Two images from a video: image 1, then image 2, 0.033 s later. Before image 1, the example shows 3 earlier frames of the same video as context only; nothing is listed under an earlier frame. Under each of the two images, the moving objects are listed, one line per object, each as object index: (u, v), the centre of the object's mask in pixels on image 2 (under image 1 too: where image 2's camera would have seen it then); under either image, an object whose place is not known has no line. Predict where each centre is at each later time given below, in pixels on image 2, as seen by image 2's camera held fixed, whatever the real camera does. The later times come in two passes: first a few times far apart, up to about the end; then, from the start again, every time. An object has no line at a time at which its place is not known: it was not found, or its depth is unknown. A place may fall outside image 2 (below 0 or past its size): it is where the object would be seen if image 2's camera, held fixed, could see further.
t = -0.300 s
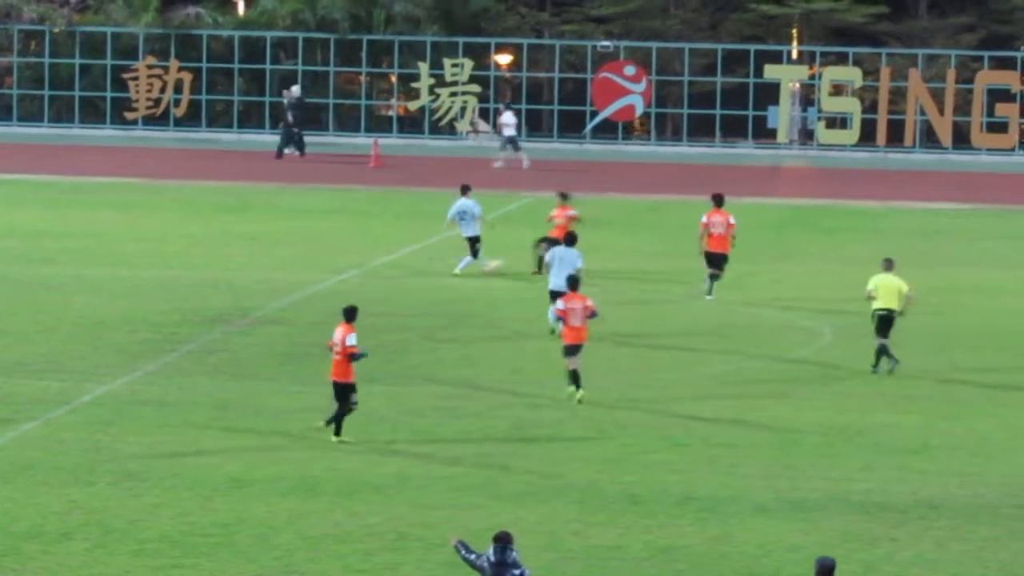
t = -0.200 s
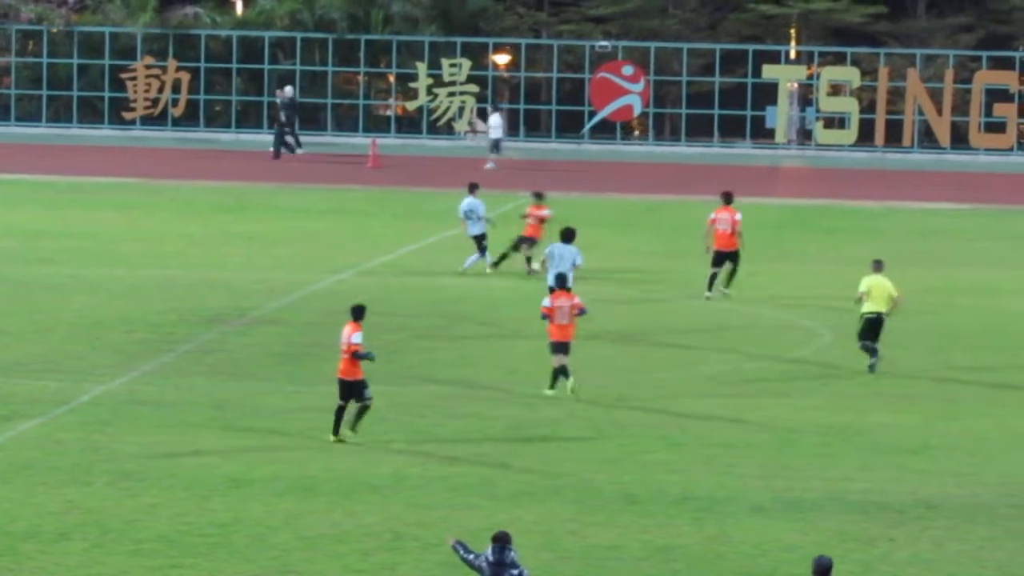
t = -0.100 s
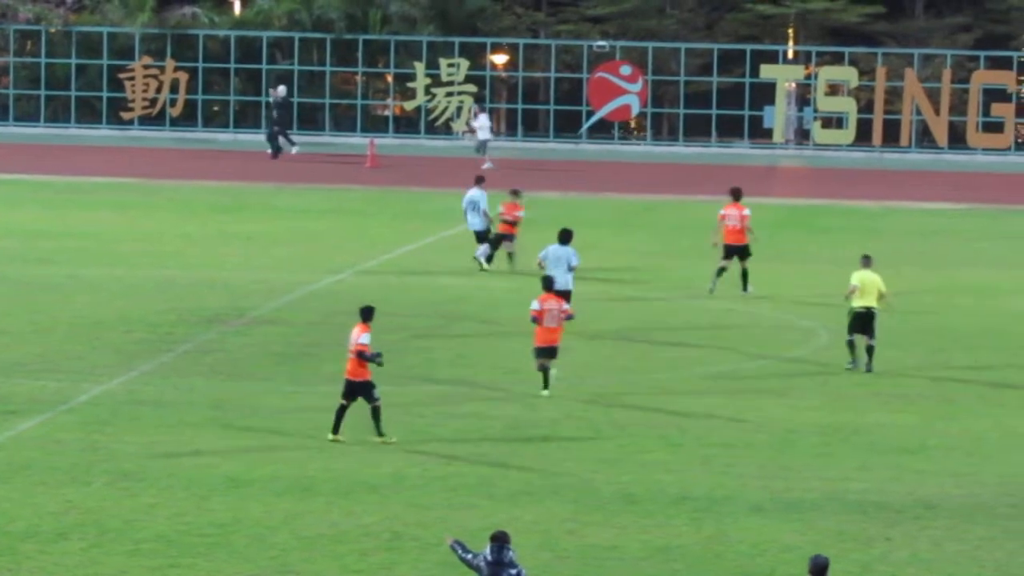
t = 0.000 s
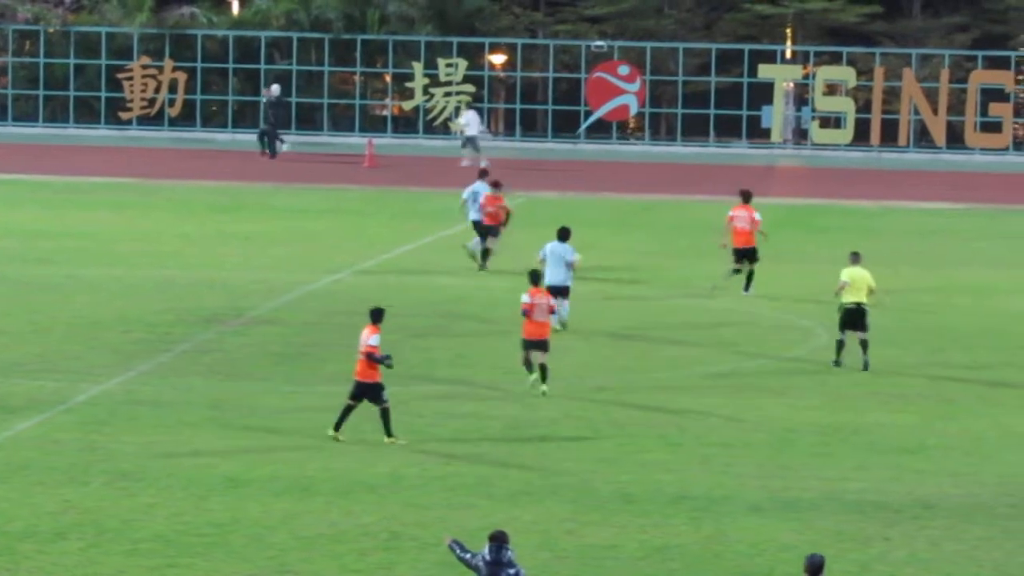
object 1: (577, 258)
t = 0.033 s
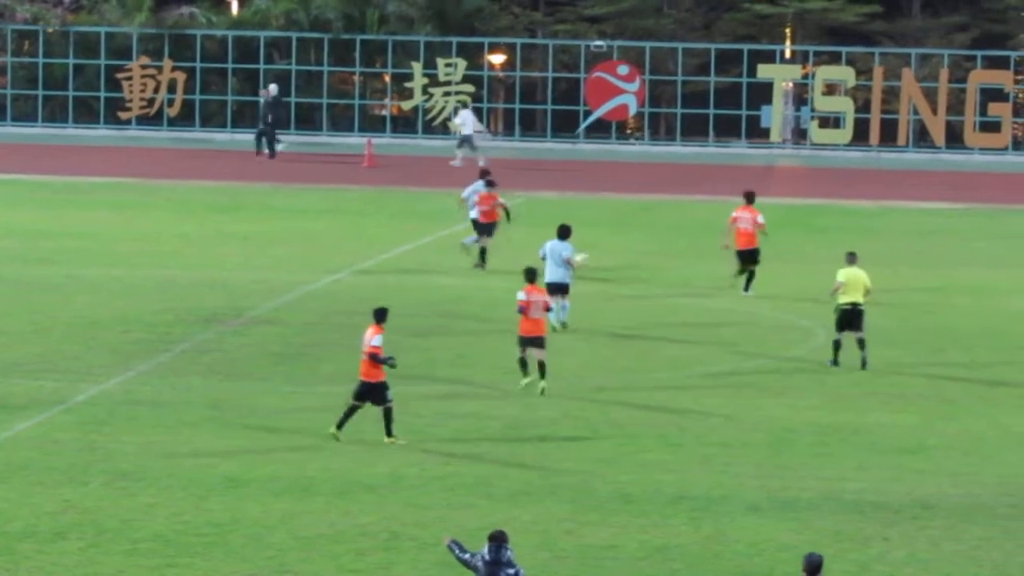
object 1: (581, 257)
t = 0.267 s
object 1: (623, 263)
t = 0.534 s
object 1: (658, 265)
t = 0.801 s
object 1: (691, 265)
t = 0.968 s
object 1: (709, 265)
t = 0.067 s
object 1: (587, 260)
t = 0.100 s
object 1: (594, 261)
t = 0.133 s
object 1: (601, 264)
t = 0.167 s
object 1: (609, 267)
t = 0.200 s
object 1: (613, 265)
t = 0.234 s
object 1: (618, 264)
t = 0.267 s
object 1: (623, 263)
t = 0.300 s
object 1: (627, 263)
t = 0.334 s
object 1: (632, 263)
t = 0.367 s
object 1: (637, 264)
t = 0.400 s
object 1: (641, 266)
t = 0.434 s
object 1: (646, 266)
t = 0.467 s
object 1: (650, 265)
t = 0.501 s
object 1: (655, 265)
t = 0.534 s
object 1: (658, 265)
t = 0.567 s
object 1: (662, 266)
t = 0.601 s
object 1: (667, 266)
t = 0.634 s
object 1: (671, 266)
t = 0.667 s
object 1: (674, 265)
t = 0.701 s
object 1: (678, 265)
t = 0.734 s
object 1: (683, 265)
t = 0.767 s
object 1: (687, 265)
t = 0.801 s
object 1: (691, 265)
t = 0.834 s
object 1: (695, 265)
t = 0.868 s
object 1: (698, 265)
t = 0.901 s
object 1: (703, 265)
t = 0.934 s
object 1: (706, 265)
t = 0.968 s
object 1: (709, 265)
